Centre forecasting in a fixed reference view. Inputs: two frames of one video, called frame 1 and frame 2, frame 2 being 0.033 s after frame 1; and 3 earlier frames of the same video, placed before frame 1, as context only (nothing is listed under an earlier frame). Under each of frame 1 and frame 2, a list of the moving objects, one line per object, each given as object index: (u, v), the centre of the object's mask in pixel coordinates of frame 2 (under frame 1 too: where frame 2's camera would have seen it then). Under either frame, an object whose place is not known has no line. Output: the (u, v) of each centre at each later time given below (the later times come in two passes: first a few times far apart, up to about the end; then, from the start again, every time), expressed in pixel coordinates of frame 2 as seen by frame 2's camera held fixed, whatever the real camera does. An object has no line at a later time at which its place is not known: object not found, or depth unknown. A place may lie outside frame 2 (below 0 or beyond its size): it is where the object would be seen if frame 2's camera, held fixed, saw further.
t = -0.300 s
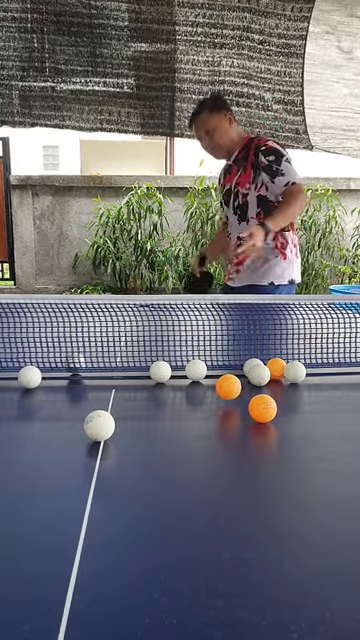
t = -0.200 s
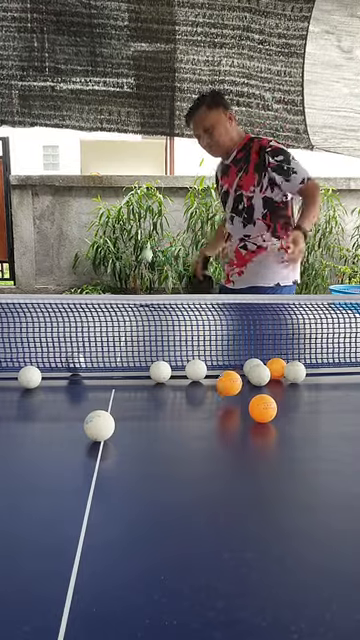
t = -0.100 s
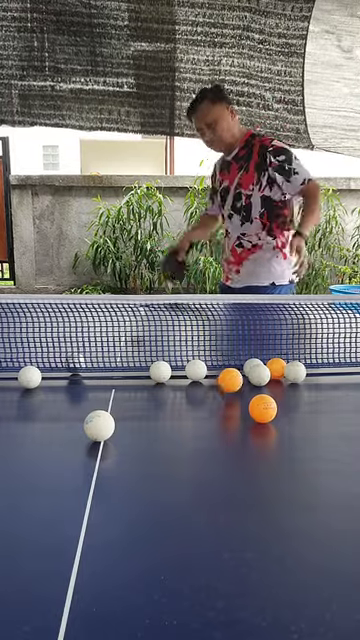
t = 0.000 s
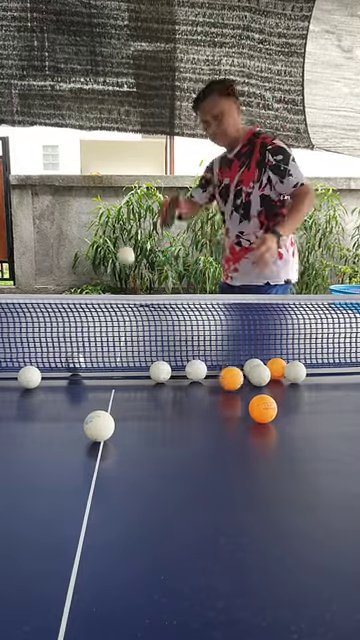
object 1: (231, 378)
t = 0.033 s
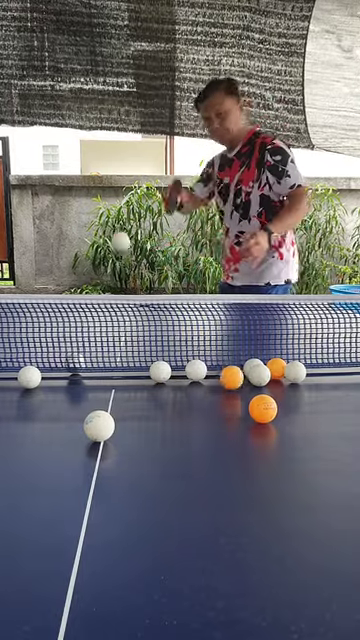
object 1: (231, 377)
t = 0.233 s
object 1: (232, 371)
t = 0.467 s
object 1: (233, 368)
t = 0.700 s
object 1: (234, 369)
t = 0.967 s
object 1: (235, 370)
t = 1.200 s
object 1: (237, 371)
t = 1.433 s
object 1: (237, 371)
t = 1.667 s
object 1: (237, 371)
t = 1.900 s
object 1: (237, 371)
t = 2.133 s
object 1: (237, 370)
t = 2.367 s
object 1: (237, 370)
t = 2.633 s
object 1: (236, 370)
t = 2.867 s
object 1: (236, 370)
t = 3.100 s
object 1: (236, 370)
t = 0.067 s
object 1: (232, 375)
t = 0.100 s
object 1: (232, 376)
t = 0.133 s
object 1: (232, 372)
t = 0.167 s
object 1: (232, 374)
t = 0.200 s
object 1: (232, 371)
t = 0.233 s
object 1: (232, 371)
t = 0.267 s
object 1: (232, 369)
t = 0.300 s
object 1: (233, 368)
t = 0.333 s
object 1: (233, 367)
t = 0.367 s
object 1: (233, 367)
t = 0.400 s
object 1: (233, 367)
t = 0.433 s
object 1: (233, 368)
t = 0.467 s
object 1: (233, 368)
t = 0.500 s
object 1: (234, 368)
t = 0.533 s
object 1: (234, 368)
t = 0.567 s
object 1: (234, 369)
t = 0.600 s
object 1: (234, 369)
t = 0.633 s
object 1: (234, 369)
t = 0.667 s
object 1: (234, 369)
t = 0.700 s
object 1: (234, 369)
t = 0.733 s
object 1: (234, 369)
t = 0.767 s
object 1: (234, 369)
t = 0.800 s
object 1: (235, 370)
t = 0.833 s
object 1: (235, 369)
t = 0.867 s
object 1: (235, 370)
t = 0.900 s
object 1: (235, 370)
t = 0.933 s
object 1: (235, 370)
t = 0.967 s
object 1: (235, 370)
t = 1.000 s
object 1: (236, 370)
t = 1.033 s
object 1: (236, 370)
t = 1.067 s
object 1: (236, 370)
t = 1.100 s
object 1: (237, 371)
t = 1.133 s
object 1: (237, 371)
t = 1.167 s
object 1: (237, 371)
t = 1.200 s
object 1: (237, 371)
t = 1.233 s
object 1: (237, 371)
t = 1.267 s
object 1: (237, 371)
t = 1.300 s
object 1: (237, 371)
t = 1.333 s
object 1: (237, 371)
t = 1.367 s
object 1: (237, 371)
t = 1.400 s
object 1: (237, 371)
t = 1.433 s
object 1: (237, 371)
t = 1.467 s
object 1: (237, 371)
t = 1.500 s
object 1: (237, 371)
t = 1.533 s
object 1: (238, 371)
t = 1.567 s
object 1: (237, 371)
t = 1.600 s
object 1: (238, 371)
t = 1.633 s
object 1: (238, 371)
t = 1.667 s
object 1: (237, 371)
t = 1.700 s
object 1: (237, 371)
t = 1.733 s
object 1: (237, 371)
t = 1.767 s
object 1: (237, 371)
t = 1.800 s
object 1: (237, 371)
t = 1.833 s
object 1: (237, 371)
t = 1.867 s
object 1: (237, 371)
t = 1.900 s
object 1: (237, 371)
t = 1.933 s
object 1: (237, 371)
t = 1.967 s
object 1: (237, 371)
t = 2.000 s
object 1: (237, 371)
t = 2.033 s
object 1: (237, 370)
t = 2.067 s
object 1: (237, 370)
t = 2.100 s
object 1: (237, 370)
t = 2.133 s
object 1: (237, 370)
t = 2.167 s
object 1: (237, 371)
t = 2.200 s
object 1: (237, 371)
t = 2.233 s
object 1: (236, 370)
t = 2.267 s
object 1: (236, 371)
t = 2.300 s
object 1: (237, 370)
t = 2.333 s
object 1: (237, 371)
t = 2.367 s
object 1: (237, 370)
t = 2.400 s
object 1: (237, 371)
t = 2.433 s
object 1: (237, 371)
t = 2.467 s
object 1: (237, 370)
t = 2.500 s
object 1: (237, 370)
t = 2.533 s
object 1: (237, 370)
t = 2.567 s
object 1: (237, 370)
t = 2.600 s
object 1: (237, 370)
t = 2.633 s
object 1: (236, 370)
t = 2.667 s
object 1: (236, 370)
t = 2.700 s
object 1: (236, 370)
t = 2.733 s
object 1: (237, 370)
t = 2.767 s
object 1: (237, 370)
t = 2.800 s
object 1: (236, 370)
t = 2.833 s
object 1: (237, 370)
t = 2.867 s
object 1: (236, 370)
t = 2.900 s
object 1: (237, 370)
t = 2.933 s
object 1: (237, 370)
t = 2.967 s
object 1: (236, 370)
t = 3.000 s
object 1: (237, 370)
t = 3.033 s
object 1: (236, 370)
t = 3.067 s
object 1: (237, 370)
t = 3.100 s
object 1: (236, 370)
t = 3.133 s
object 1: (236, 370)
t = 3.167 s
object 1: (237, 370)
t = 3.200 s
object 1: (237, 370)
